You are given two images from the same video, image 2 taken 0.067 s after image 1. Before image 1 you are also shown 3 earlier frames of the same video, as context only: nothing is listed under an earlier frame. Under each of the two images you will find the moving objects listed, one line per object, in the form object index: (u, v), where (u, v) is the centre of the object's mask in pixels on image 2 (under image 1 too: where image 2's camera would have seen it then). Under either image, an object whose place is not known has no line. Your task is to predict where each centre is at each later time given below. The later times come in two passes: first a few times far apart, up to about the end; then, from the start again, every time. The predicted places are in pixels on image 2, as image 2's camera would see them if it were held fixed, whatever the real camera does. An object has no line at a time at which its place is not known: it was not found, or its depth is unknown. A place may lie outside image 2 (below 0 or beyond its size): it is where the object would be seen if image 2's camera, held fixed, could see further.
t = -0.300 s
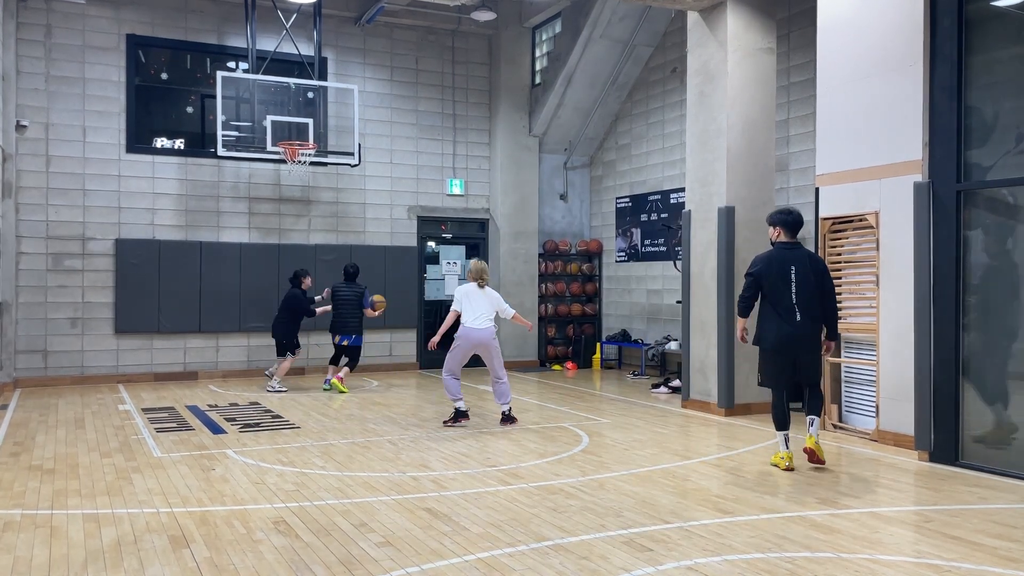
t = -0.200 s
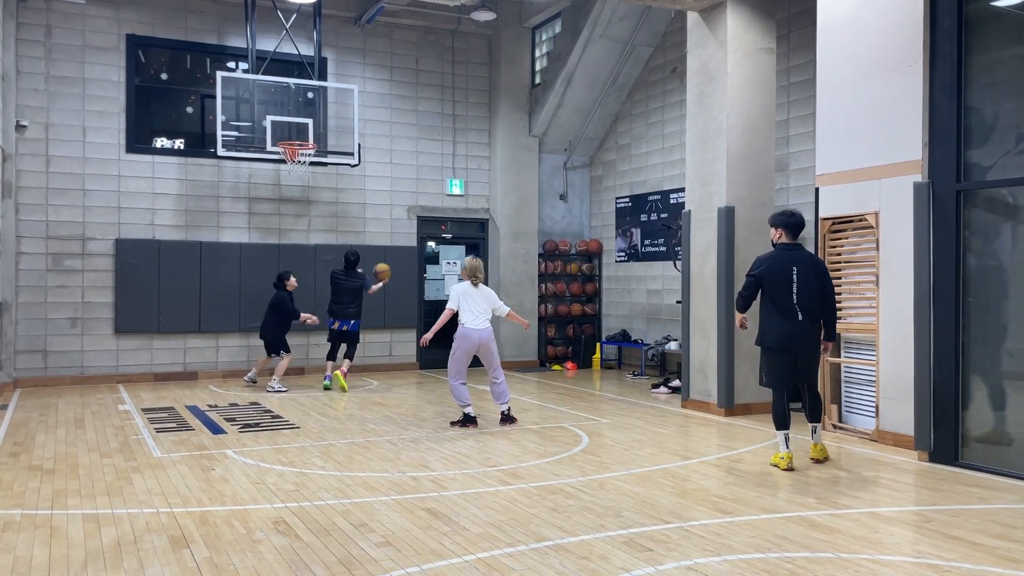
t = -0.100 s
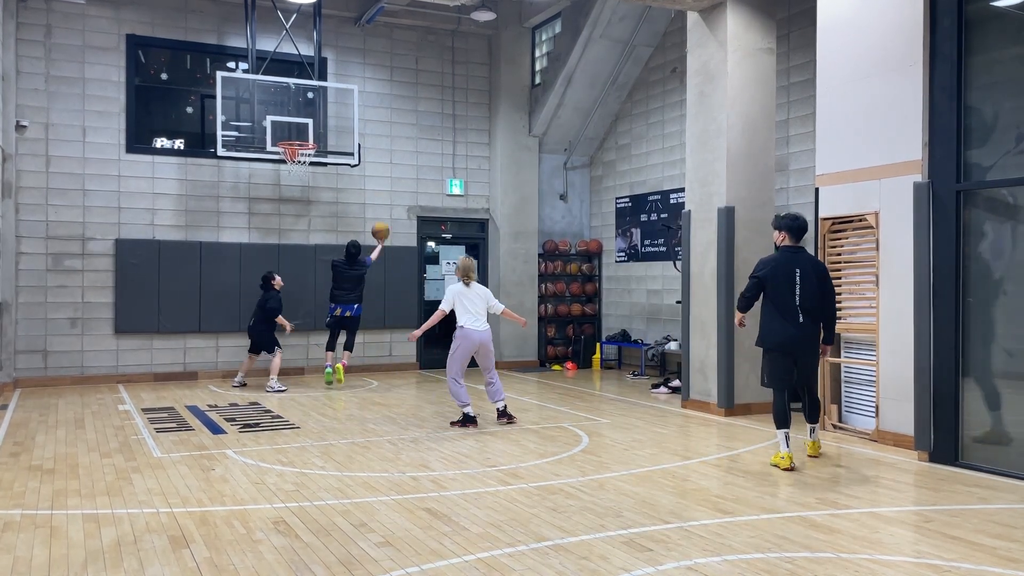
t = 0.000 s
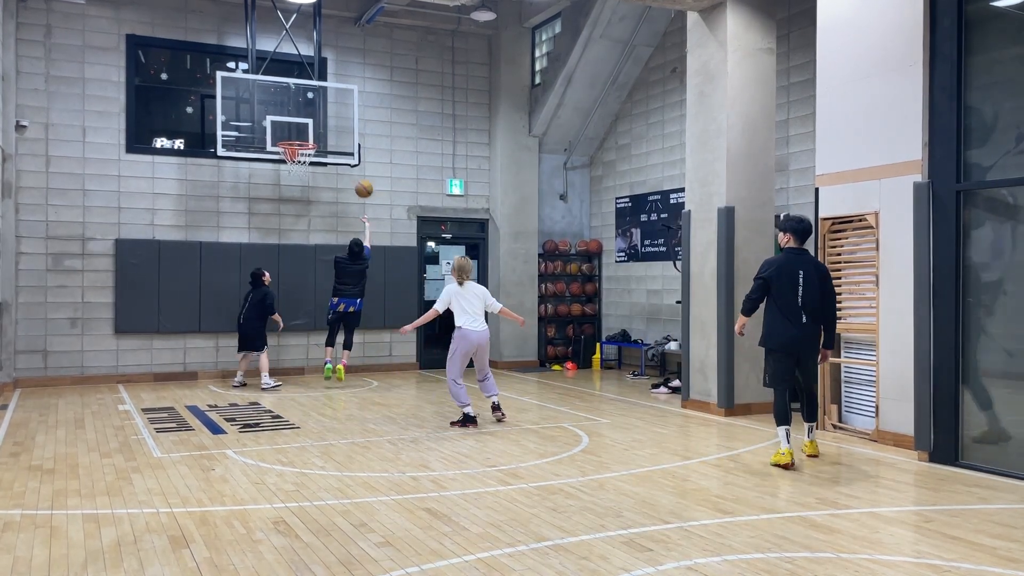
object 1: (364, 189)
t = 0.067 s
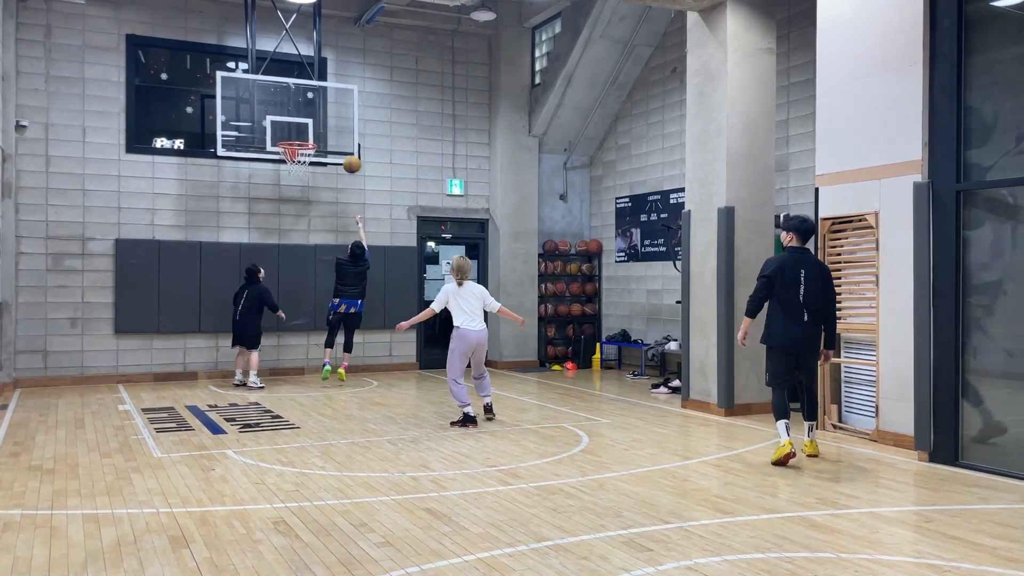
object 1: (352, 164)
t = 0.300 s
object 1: (310, 105)
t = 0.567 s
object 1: (275, 92)
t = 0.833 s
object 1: (245, 135)
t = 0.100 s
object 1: (346, 153)
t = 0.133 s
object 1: (340, 144)
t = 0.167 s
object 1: (334, 134)
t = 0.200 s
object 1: (329, 126)
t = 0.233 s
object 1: (322, 118)
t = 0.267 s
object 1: (316, 111)
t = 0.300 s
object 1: (310, 105)
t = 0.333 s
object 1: (305, 100)
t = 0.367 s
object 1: (299, 96)
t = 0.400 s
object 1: (293, 94)
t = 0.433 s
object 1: (288, 91)
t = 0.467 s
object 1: (284, 90)
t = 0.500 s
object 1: (282, 90)
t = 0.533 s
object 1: (279, 90)
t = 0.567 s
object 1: (275, 92)
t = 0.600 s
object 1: (270, 94)
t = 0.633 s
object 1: (267, 97)
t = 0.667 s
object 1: (263, 100)
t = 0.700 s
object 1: (260, 106)
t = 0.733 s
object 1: (256, 111)
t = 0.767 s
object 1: (253, 118)
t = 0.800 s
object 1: (249, 126)
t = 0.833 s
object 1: (245, 135)
